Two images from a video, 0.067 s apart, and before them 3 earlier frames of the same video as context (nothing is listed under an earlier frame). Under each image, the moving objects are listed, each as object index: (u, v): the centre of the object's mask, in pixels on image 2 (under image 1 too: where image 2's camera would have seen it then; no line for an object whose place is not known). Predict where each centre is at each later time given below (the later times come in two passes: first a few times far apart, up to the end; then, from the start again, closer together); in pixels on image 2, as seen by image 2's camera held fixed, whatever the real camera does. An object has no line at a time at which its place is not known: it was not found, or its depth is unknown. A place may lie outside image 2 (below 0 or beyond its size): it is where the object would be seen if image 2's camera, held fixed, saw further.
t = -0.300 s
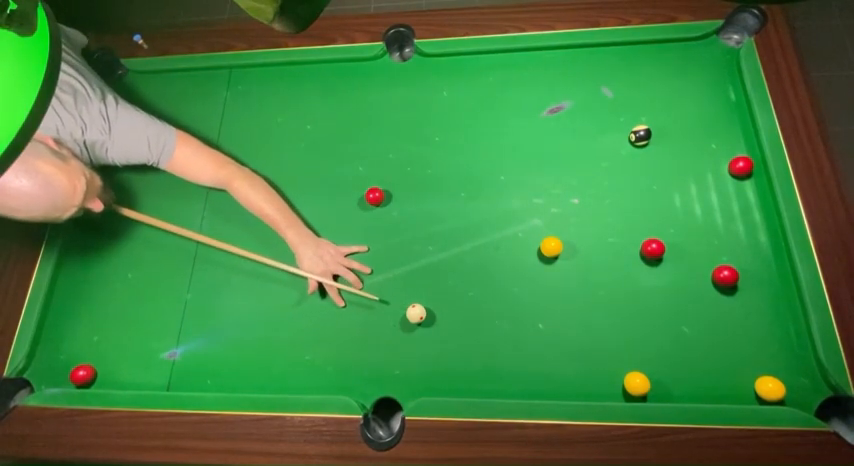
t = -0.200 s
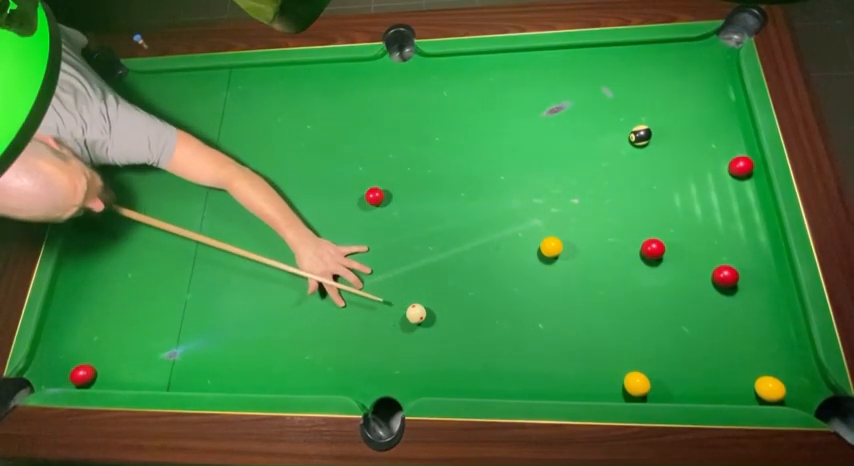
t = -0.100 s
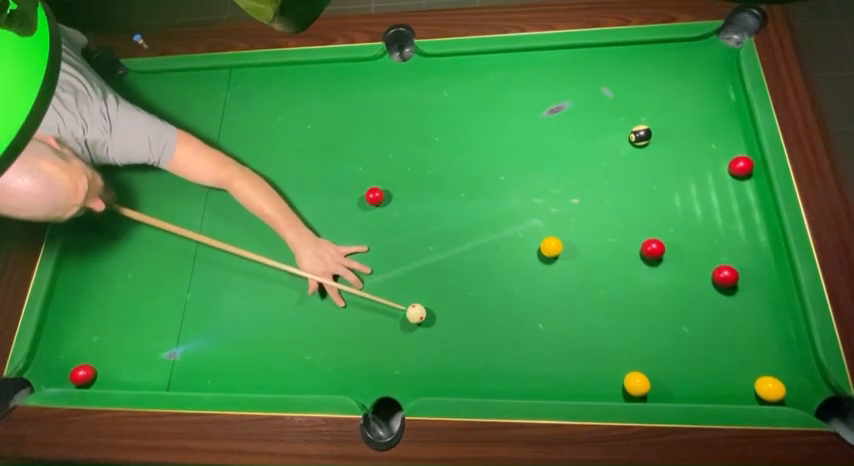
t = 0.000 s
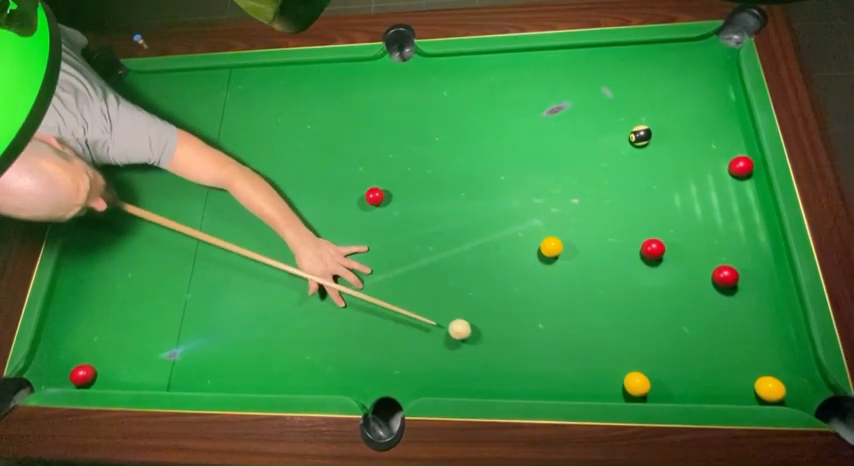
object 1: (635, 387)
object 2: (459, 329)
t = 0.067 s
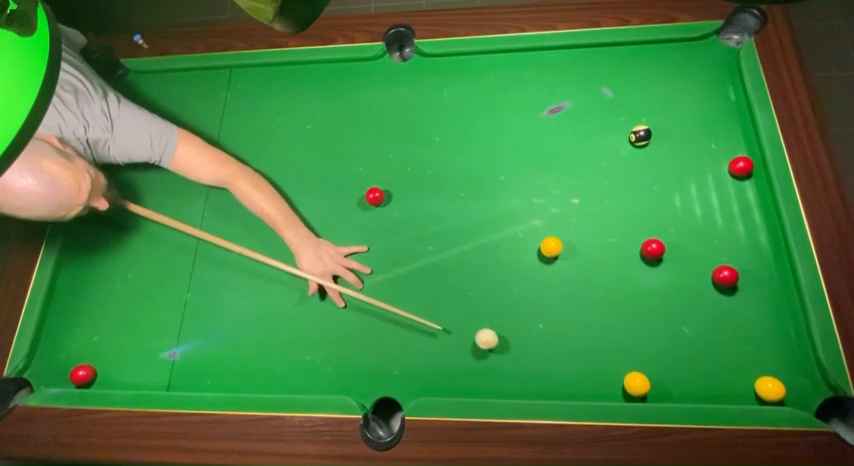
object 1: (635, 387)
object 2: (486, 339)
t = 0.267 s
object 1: (635, 387)
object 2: (565, 368)
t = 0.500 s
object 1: (669, 389)
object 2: (612, 387)
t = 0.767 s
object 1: (722, 391)
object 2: (612, 371)
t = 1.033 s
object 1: (748, 390)
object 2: (612, 358)
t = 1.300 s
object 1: (756, 387)
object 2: (612, 349)
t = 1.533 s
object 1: (759, 386)
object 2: (612, 343)
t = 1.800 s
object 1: (761, 385)
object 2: (612, 339)
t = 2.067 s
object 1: (761, 385)
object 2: (613, 338)
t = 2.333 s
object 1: (761, 385)
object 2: (613, 338)
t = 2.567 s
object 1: (761, 385)
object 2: (613, 338)
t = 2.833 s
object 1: (761, 385)
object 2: (613, 338)
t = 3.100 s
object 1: (761, 385)
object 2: (613, 338)
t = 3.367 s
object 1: (761, 385)
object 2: (613, 338)
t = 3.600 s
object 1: (761, 385)
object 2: (613, 338)
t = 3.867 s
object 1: (761, 385)
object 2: (613, 338)
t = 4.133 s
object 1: (761, 385)
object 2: (613, 338)
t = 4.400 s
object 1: (761, 385)
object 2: (613, 338)
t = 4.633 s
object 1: (761, 385)
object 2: (613, 338)
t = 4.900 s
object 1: (761, 385)
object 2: (613, 338)
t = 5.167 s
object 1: (761, 385)
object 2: (613, 338)
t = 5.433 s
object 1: (761, 385)
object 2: (613, 338)
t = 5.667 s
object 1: (761, 385)
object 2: (613, 338)
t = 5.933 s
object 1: (761, 385)
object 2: (613, 338)
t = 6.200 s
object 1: (761, 385)
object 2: (613, 338)
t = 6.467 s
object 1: (761, 385)
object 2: (613, 338)
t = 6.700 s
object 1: (761, 385)
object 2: (613, 338)
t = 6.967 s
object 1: (761, 385)
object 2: (613, 338)
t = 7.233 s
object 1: (761, 385)
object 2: (613, 338)
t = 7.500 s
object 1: (761, 385)
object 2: (613, 338)
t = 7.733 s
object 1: (761, 385)
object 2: (613, 338)
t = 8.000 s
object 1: (761, 385)
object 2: (613, 338)
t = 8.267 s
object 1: (761, 385)
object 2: (613, 337)
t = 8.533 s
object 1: (761, 385)
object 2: (613, 337)
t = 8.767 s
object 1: (761, 385)
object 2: (613, 337)
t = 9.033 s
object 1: (761, 385)
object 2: (613, 337)
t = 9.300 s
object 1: (761, 385)
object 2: (613, 337)
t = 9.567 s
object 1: (761, 385)
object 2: (613, 337)
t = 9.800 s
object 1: (761, 385)
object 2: (613, 338)
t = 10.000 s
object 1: (761, 385)
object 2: (613, 338)
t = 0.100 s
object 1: (635, 387)
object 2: (499, 344)
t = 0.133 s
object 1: (635, 387)
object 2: (512, 348)
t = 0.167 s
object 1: (635, 387)
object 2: (525, 353)
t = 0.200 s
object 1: (635, 387)
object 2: (538, 358)
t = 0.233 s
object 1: (635, 387)
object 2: (552, 363)
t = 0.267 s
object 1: (635, 387)
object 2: (565, 368)
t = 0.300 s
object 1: (635, 387)
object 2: (579, 372)
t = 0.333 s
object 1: (635, 387)
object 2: (592, 377)
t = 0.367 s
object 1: (636, 387)
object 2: (606, 382)
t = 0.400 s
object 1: (642, 387)
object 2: (612, 386)
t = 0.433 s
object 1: (653, 388)
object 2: (612, 390)
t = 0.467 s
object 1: (662, 389)
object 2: (612, 389)
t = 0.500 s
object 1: (669, 389)
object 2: (612, 387)
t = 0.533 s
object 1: (676, 390)
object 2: (612, 385)
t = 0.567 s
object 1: (683, 390)
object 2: (612, 383)
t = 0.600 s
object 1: (690, 391)
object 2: (612, 380)
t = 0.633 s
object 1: (697, 392)
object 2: (612, 379)
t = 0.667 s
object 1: (704, 392)
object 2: (612, 377)
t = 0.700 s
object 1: (710, 392)
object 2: (612, 375)
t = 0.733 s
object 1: (716, 392)
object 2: (612, 373)
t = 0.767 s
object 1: (722, 391)
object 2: (612, 371)
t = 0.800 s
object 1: (728, 391)
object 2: (612, 369)
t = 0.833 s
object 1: (735, 391)
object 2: (612, 368)
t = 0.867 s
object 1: (741, 391)
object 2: (612, 366)
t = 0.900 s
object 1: (744, 391)
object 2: (612, 364)
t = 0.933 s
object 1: (745, 391)
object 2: (612, 363)
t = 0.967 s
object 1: (746, 390)
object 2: (612, 361)
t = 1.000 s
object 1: (747, 390)
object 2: (612, 360)
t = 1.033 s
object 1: (748, 390)
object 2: (612, 358)
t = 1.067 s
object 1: (749, 390)
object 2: (612, 357)
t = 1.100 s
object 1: (750, 390)
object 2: (612, 355)
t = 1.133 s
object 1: (751, 388)
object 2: (613, 355)
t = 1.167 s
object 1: (752, 388)
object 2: (613, 353)
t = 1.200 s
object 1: (753, 387)
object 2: (612, 352)
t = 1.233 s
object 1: (754, 387)
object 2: (613, 351)
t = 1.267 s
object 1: (755, 387)
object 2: (612, 350)
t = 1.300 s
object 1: (756, 387)
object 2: (612, 349)
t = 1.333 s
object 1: (756, 387)
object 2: (612, 348)
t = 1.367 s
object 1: (757, 387)
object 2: (612, 347)
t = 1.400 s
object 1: (757, 386)
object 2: (612, 346)
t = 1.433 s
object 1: (758, 386)
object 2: (612, 345)
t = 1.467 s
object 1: (758, 386)
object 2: (612, 344)
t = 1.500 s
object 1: (759, 386)
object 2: (612, 344)
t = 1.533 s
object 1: (759, 386)
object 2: (612, 343)
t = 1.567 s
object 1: (760, 385)
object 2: (612, 342)
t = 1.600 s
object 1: (760, 385)
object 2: (612, 342)
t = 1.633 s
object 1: (761, 385)
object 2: (612, 341)
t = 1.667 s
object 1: (761, 385)
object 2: (612, 341)
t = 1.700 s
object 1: (761, 385)
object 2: (612, 340)
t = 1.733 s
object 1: (761, 385)
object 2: (612, 340)
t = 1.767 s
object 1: (761, 385)
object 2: (612, 339)
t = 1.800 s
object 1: (761, 385)
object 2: (612, 339)
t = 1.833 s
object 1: (761, 385)
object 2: (612, 339)
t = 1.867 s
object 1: (761, 385)
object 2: (612, 338)
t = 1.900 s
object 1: (761, 385)
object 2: (612, 338)
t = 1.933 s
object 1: (761, 385)
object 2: (612, 338)
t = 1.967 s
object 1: (761, 385)
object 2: (612, 338)
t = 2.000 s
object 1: (761, 385)
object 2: (612, 337)
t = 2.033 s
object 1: (761, 385)
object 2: (612, 338)
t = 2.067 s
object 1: (761, 385)
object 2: (613, 338)
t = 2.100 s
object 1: (761, 385)
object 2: (613, 338)
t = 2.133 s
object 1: (761, 385)
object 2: (613, 338)
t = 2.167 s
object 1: (761, 385)
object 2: (613, 338)
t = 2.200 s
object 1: (761, 385)
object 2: (613, 338)
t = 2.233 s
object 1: (761, 385)
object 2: (613, 338)
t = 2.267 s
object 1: (761, 385)
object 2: (613, 338)
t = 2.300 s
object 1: (761, 385)
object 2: (613, 338)
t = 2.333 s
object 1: (761, 385)
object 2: (613, 338)
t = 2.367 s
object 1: (761, 385)
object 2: (613, 338)
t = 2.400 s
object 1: (761, 385)
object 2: (613, 338)
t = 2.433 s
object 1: (761, 385)
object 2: (613, 338)
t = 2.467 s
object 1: (761, 385)
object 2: (613, 338)
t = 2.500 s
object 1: (761, 385)
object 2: (613, 338)
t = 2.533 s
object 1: (761, 385)
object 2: (613, 338)
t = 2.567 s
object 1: (761, 385)
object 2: (613, 338)
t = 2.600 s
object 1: (761, 385)
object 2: (613, 338)
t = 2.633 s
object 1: (761, 385)
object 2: (613, 338)
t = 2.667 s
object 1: (761, 385)
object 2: (613, 338)
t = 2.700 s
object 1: (761, 385)
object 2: (613, 338)
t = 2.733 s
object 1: (761, 385)
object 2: (613, 338)
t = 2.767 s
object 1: (761, 385)
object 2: (613, 338)
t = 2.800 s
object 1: (761, 385)
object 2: (613, 338)
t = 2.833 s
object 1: (761, 385)
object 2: (613, 338)
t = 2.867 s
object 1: (761, 385)
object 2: (613, 338)
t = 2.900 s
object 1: (761, 385)
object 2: (613, 338)
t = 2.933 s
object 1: (761, 385)
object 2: (613, 338)
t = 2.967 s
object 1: (761, 385)
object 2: (613, 338)
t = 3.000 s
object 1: (761, 385)
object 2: (613, 338)
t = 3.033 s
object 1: (761, 385)
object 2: (613, 338)
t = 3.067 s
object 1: (761, 385)
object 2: (613, 338)
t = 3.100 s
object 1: (761, 385)
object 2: (613, 338)
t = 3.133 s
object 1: (761, 385)
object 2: (613, 338)
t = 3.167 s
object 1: (761, 385)
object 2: (613, 338)
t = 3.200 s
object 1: (761, 385)
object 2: (613, 338)
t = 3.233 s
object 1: (761, 385)
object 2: (613, 338)
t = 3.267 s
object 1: (761, 385)
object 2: (613, 338)
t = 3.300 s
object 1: (761, 385)
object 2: (613, 338)
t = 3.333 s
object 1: (761, 385)
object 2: (613, 338)
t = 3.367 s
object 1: (761, 385)
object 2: (613, 338)
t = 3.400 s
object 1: (761, 385)
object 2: (613, 338)
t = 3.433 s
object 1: (761, 385)
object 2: (613, 338)
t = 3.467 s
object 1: (761, 385)
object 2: (613, 338)
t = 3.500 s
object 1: (761, 385)
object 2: (613, 338)
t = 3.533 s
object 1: (761, 385)
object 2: (613, 338)
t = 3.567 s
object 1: (761, 385)
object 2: (613, 338)
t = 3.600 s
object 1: (761, 385)
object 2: (613, 338)
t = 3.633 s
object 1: (761, 385)
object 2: (613, 338)
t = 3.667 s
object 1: (761, 385)
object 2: (613, 338)
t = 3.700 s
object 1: (761, 385)
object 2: (613, 338)
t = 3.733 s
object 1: (761, 385)
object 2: (613, 338)
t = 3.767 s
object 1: (761, 385)
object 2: (613, 338)
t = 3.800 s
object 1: (761, 385)
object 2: (613, 338)
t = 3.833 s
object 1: (761, 385)
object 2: (613, 338)
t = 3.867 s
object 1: (761, 385)
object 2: (613, 338)
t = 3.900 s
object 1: (761, 385)
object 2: (613, 338)
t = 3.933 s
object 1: (761, 385)
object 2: (613, 338)
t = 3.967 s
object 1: (761, 385)
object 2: (613, 338)
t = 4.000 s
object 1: (761, 385)
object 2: (613, 338)
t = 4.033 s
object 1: (761, 385)
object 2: (613, 338)
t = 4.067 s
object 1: (761, 385)
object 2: (613, 338)
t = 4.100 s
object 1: (761, 385)
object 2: (613, 338)
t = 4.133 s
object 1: (761, 385)
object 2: (613, 338)
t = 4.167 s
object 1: (761, 385)
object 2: (613, 338)
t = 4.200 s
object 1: (761, 385)
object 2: (613, 338)
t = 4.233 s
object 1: (761, 385)
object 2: (613, 338)
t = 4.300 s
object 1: (761, 385)
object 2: (613, 338)
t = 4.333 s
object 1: (761, 385)
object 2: (613, 338)
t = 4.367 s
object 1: (761, 385)
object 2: (613, 338)
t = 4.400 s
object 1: (761, 385)
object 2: (613, 338)
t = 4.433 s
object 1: (761, 385)
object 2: (613, 338)
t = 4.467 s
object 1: (761, 385)
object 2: (613, 338)
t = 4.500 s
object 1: (761, 385)
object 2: (613, 338)
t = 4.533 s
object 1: (761, 385)
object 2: (613, 338)
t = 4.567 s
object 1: (761, 385)
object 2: (613, 338)
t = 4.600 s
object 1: (761, 385)
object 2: (613, 338)
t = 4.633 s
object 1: (761, 385)
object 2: (613, 338)
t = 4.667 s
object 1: (761, 385)
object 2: (613, 338)
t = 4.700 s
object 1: (761, 385)
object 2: (613, 338)
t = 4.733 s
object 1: (761, 385)
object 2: (613, 338)
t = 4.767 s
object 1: (761, 385)
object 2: (613, 338)
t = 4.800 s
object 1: (761, 385)
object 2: (613, 338)
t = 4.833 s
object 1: (761, 385)
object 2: (613, 338)
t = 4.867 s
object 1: (761, 385)
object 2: (613, 338)
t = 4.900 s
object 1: (761, 385)
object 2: (613, 338)
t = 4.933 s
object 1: (761, 385)
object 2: (613, 338)
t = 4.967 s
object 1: (761, 385)
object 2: (613, 338)
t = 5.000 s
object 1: (761, 385)
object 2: (613, 338)
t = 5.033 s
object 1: (761, 385)
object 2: (613, 338)
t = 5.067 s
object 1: (761, 385)
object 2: (613, 338)
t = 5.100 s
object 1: (761, 385)
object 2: (613, 338)
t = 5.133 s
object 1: (761, 385)
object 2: (613, 338)
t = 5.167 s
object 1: (761, 385)
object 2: (613, 338)
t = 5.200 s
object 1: (761, 385)
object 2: (613, 338)
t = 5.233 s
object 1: (761, 385)
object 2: (613, 338)
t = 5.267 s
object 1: (761, 385)
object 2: (613, 338)
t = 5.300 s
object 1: (761, 385)
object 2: (613, 338)
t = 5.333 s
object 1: (761, 385)
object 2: (613, 338)
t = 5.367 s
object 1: (761, 385)
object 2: (613, 338)
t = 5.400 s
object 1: (761, 385)
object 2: (613, 338)
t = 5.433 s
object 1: (761, 385)
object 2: (613, 338)
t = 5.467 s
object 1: (761, 385)
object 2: (613, 338)
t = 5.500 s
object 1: (761, 385)
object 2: (613, 338)
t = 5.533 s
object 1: (761, 385)
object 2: (613, 338)
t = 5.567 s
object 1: (761, 385)
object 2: (613, 338)
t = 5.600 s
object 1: (761, 385)
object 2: (613, 338)
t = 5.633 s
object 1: (761, 385)
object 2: (613, 338)
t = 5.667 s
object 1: (761, 385)
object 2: (613, 338)
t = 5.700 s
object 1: (761, 385)
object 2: (613, 338)
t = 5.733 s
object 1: (761, 385)
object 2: (613, 338)
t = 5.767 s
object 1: (761, 385)
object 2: (613, 338)
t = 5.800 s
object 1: (761, 385)
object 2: (613, 338)
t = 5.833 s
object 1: (761, 385)
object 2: (613, 338)
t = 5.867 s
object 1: (761, 385)
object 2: (613, 338)
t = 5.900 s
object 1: (761, 385)
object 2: (613, 338)
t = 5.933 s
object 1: (761, 385)
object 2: (613, 338)
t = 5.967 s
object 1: (761, 385)
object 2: (613, 338)
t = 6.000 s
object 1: (761, 385)
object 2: (613, 338)
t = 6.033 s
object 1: (761, 385)
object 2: (613, 338)
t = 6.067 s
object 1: (761, 385)
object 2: (613, 338)
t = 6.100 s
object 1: (761, 385)
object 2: (613, 338)
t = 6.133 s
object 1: (761, 385)
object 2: (613, 338)
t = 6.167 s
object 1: (761, 385)
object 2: (613, 338)
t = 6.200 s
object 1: (761, 385)
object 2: (613, 338)
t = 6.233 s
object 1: (761, 385)
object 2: (613, 338)
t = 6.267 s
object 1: (761, 385)
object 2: (613, 338)
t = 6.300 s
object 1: (761, 385)
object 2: (613, 338)
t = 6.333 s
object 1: (761, 385)
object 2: (613, 338)
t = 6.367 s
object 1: (761, 385)
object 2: (613, 338)
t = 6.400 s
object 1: (761, 385)
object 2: (613, 338)
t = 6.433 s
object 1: (761, 385)
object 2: (613, 338)
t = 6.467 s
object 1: (761, 385)
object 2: (613, 338)
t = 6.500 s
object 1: (761, 385)
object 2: (613, 338)
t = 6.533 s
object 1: (761, 385)
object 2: (613, 338)
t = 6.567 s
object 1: (761, 385)
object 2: (613, 338)
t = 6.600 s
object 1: (761, 385)
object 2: (613, 338)
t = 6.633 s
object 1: (761, 385)
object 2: (613, 338)
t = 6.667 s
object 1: (761, 385)
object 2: (613, 338)
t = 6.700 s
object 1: (761, 385)
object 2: (613, 338)
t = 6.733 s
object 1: (761, 385)
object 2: (613, 338)
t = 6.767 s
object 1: (761, 385)
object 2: (613, 338)
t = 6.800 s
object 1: (761, 385)
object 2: (613, 338)
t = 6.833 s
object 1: (761, 385)
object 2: (613, 338)
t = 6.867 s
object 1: (761, 385)
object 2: (613, 338)
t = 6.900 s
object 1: (761, 385)
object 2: (613, 338)
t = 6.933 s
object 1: (761, 385)
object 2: (613, 338)
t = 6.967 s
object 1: (761, 385)
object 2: (613, 338)
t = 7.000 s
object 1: (761, 385)
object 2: (613, 338)
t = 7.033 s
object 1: (761, 385)
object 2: (613, 338)
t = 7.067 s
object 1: (761, 385)
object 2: (613, 338)
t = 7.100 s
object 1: (761, 385)
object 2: (613, 338)
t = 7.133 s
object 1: (761, 385)
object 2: (613, 338)
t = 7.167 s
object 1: (761, 385)
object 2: (613, 338)
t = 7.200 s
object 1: (761, 385)
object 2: (613, 338)
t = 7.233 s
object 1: (761, 385)
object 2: (613, 338)
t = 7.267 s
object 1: (761, 385)
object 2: (613, 338)
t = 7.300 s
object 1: (761, 385)
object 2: (613, 338)
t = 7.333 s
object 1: (761, 385)
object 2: (613, 338)
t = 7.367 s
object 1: (761, 385)
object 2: (613, 338)
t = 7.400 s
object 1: (761, 385)
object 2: (613, 338)
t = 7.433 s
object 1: (761, 385)
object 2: (613, 338)
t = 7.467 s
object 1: (761, 385)
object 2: (613, 338)
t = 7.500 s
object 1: (761, 385)
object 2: (613, 338)
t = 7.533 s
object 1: (761, 385)
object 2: (613, 338)
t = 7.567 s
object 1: (761, 385)
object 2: (613, 338)
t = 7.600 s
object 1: (761, 385)
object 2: (613, 338)
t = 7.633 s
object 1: (761, 385)
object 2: (613, 338)
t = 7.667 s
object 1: (761, 385)
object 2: (613, 338)
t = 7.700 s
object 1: (761, 385)
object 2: (613, 338)
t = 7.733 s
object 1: (761, 385)
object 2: (613, 338)
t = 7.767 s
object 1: (761, 385)
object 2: (613, 338)
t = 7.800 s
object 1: (761, 385)
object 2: (613, 338)
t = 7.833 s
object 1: (761, 385)
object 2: (613, 338)
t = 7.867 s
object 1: (761, 385)
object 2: (613, 338)
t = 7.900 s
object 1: (761, 385)
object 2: (613, 338)
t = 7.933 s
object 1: (761, 385)
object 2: (613, 338)
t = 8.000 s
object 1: (761, 385)
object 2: (613, 338)
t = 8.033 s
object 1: (761, 385)
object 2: (613, 337)
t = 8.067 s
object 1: (761, 385)
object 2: (613, 337)
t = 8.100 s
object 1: (761, 385)
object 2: (613, 337)
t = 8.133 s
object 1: (761, 385)
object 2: (613, 337)
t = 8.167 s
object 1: (761, 385)
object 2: (613, 337)
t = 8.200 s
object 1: (761, 385)
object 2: (613, 337)
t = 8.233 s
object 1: (761, 385)
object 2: (613, 337)
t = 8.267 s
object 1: (761, 385)
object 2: (613, 337)
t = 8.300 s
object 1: (761, 385)
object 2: (613, 337)
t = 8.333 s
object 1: (761, 385)
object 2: (613, 337)
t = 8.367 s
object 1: (761, 385)
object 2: (613, 337)
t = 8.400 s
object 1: (761, 385)
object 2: (613, 337)
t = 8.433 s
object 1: (761, 385)
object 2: (613, 337)
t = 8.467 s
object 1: (761, 385)
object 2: (613, 337)
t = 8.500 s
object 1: (761, 385)
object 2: (613, 337)
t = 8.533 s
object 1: (761, 385)
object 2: (613, 337)
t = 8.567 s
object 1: (761, 385)
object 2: (613, 337)
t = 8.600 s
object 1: (761, 385)
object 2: (613, 337)
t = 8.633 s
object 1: (761, 385)
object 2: (613, 337)
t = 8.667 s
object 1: (761, 385)
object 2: (613, 337)
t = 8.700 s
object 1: (761, 385)
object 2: (613, 337)
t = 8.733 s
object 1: (761, 385)
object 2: (613, 337)
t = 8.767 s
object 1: (761, 385)
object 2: (613, 337)
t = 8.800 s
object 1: (761, 385)
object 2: (613, 337)
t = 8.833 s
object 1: (761, 385)
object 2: (613, 337)
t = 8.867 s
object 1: (761, 385)
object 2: (613, 337)
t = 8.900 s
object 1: (761, 385)
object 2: (613, 337)
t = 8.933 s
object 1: (761, 385)
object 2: (613, 337)
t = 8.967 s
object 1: (761, 385)
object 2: (613, 337)
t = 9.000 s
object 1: (761, 385)
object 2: (613, 337)
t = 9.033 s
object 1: (761, 385)
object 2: (613, 337)
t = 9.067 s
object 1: (761, 385)
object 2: (613, 337)
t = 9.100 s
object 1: (761, 385)
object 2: (613, 337)
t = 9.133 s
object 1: (761, 385)
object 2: (613, 338)
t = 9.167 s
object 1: (761, 385)
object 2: (613, 338)
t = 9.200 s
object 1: (761, 385)
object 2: (613, 337)
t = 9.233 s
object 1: (761, 385)
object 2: (613, 337)
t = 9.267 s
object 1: (761, 385)
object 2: (613, 337)
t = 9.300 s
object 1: (761, 385)
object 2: (613, 337)
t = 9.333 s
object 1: (761, 385)
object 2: (613, 337)
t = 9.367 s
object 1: (761, 385)
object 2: (613, 337)
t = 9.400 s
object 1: (761, 385)
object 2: (613, 337)
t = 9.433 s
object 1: (761, 385)
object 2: (613, 337)
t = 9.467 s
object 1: (761, 385)
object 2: (613, 337)
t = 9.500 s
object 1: (761, 385)
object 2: (613, 337)
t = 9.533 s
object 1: (761, 385)
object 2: (613, 337)
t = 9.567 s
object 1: (761, 385)
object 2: (613, 337)
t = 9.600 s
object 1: (761, 385)
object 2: (613, 337)
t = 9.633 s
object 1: (761, 385)
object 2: (613, 338)
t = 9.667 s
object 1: (761, 385)
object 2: (613, 337)
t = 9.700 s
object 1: (761, 385)
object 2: (613, 338)
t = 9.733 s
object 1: (761, 385)
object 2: (613, 338)
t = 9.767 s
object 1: (761, 385)
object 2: (613, 338)
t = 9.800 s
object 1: (761, 385)
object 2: (613, 338)
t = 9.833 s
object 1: (761, 385)
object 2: (613, 338)
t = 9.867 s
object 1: (761, 385)
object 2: (613, 338)
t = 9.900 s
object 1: (761, 385)
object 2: (613, 338)
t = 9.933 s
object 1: (761, 385)
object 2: (613, 338)
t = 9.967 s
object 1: (761, 385)
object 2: (613, 338)
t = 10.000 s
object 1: (761, 385)
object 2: (613, 338)
